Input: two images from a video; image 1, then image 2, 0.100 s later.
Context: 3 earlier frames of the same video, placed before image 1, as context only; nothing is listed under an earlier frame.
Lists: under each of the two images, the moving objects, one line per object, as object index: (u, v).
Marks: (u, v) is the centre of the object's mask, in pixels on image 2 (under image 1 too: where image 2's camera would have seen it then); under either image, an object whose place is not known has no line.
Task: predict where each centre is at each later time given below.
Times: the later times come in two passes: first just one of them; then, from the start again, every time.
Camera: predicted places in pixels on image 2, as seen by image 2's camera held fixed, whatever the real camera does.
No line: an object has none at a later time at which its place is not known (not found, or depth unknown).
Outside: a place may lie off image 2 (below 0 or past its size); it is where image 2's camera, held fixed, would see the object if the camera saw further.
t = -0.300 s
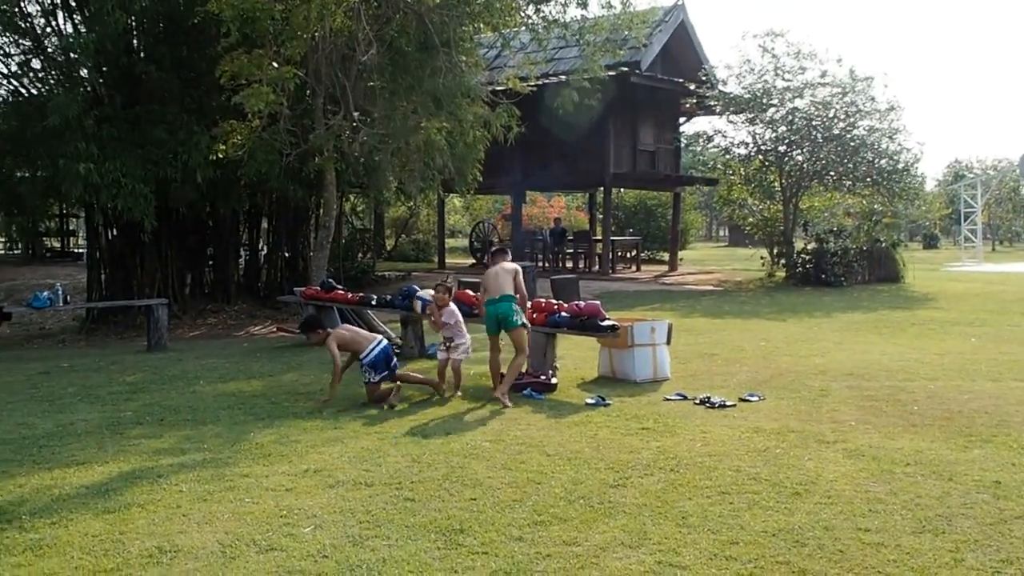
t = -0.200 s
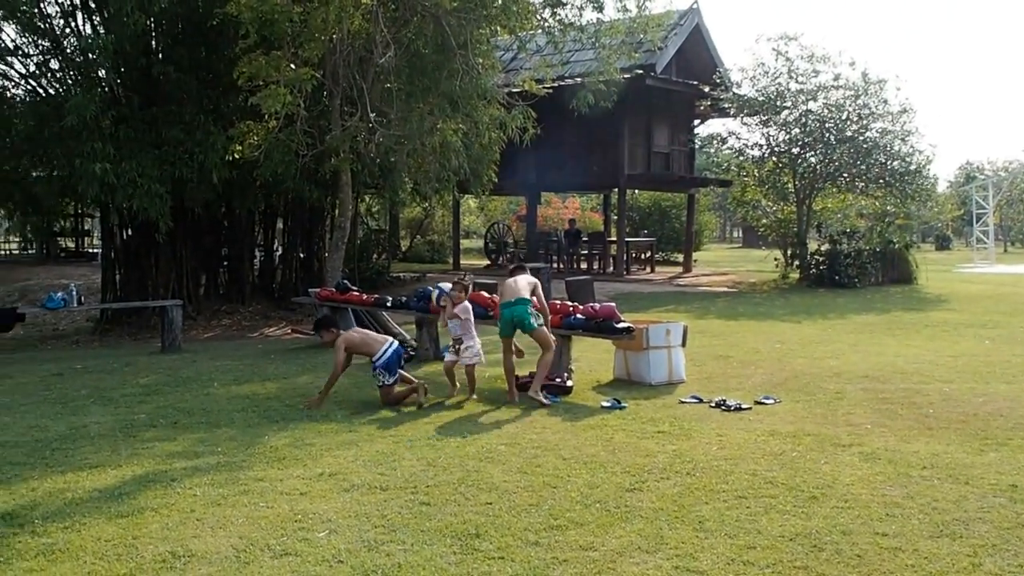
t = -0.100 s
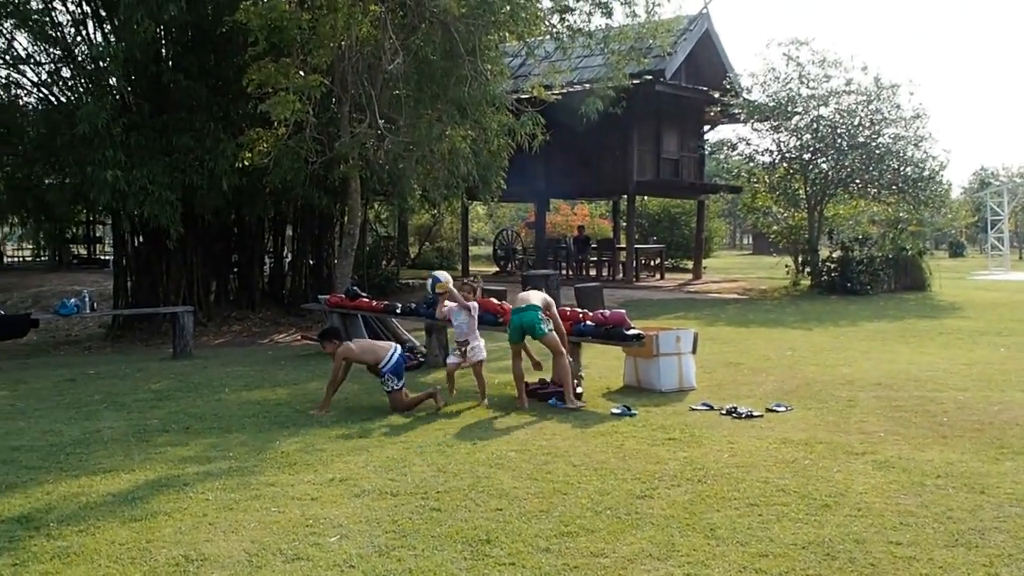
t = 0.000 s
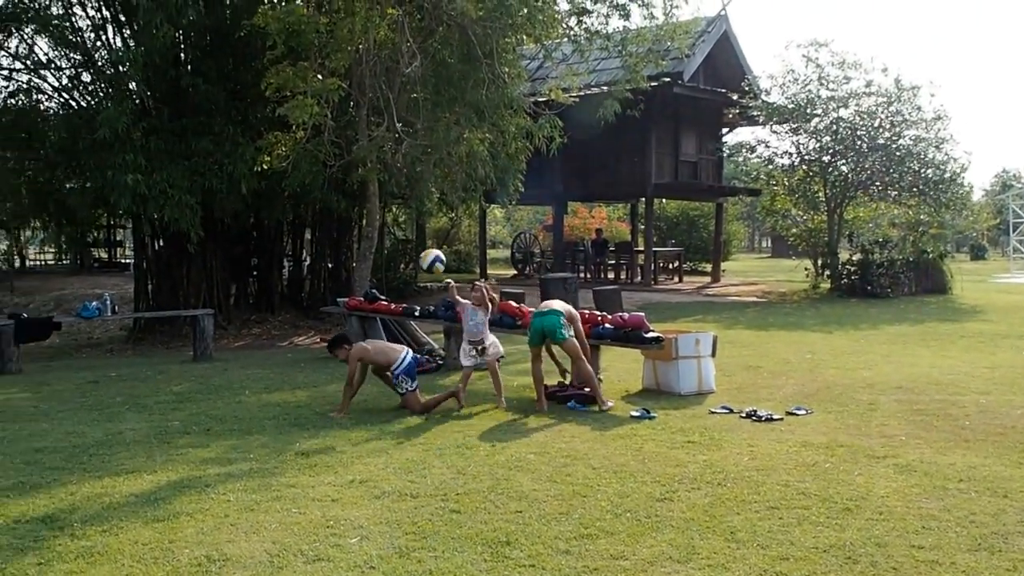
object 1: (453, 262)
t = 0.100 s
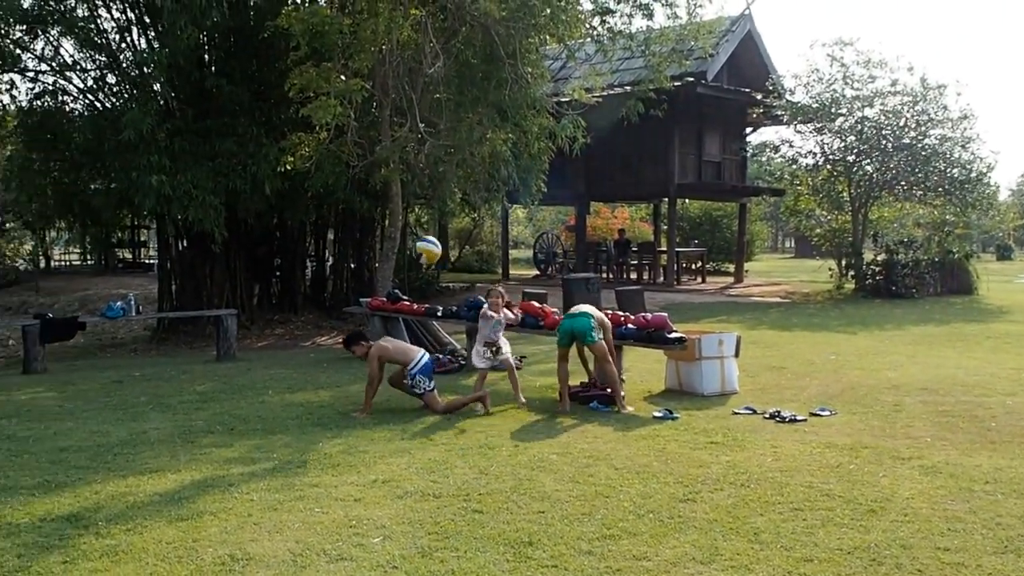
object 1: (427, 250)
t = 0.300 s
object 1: (372, 265)
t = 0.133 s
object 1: (419, 248)
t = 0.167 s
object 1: (409, 249)
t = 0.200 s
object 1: (400, 250)
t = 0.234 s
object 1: (390, 253)
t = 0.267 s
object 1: (381, 258)
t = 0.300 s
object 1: (372, 265)
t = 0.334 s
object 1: (361, 273)
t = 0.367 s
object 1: (351, 283)
